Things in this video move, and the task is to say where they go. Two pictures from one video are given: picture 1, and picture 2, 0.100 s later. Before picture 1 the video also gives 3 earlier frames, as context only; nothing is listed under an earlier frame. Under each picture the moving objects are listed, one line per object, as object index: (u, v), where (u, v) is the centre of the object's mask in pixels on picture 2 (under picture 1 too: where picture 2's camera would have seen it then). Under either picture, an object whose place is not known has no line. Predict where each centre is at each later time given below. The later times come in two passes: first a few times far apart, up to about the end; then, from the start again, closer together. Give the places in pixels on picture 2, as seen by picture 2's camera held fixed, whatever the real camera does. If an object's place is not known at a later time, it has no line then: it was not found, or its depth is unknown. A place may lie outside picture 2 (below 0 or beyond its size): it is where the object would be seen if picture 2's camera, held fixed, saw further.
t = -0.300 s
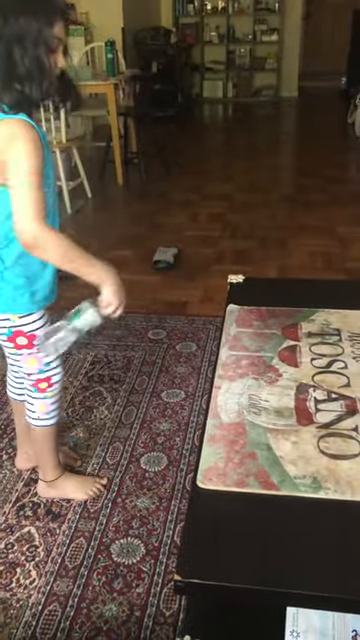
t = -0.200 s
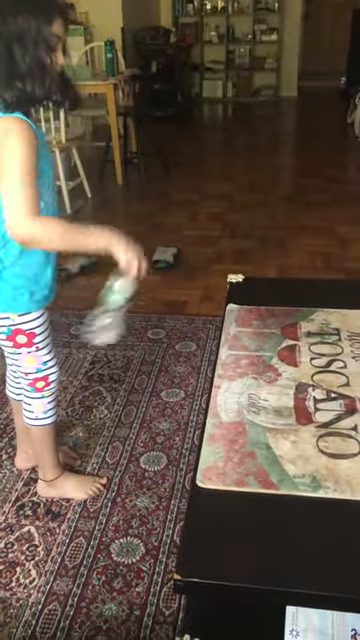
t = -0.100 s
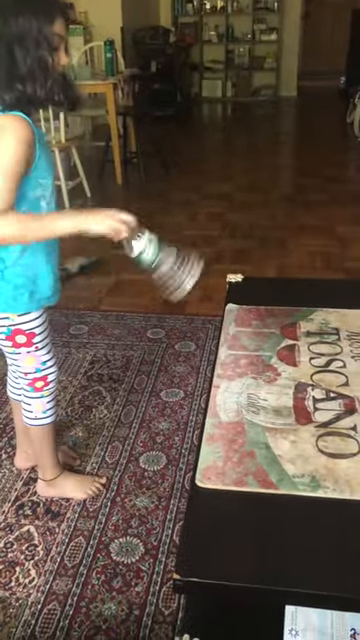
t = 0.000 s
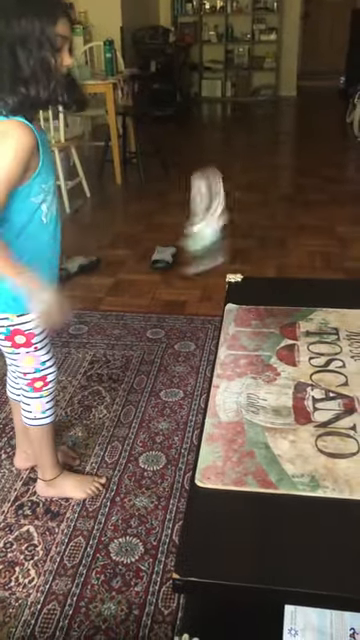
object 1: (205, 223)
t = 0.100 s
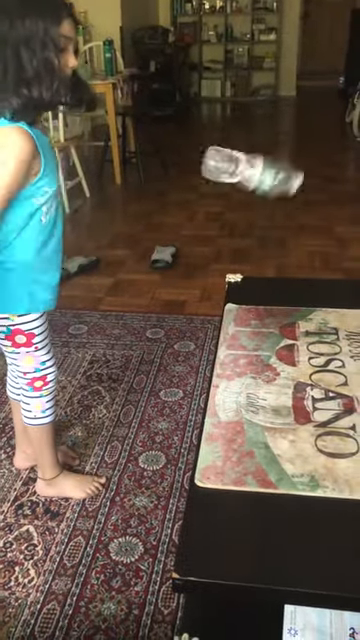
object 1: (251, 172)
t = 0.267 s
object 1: (283, 207)
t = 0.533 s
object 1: (302, 327)
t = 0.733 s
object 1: (302, 329)
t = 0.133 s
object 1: (258, 167)
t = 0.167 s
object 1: (264, 169)
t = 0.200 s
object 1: (272, 177)
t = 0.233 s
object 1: (278, 190)
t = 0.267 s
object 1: (283, 207)
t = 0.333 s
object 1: (292, 257)
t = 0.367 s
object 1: (296, 288)
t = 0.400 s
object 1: (299, 318)
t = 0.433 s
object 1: (302, 329)
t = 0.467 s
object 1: (303, 328)
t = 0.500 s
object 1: (302, 327)
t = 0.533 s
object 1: (302, 327)
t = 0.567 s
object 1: (302, 328)
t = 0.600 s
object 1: (302, 328)
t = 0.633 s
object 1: (302, 329)
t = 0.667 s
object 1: (302, 330)
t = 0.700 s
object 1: (302, 329)
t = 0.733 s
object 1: (302, 329)
